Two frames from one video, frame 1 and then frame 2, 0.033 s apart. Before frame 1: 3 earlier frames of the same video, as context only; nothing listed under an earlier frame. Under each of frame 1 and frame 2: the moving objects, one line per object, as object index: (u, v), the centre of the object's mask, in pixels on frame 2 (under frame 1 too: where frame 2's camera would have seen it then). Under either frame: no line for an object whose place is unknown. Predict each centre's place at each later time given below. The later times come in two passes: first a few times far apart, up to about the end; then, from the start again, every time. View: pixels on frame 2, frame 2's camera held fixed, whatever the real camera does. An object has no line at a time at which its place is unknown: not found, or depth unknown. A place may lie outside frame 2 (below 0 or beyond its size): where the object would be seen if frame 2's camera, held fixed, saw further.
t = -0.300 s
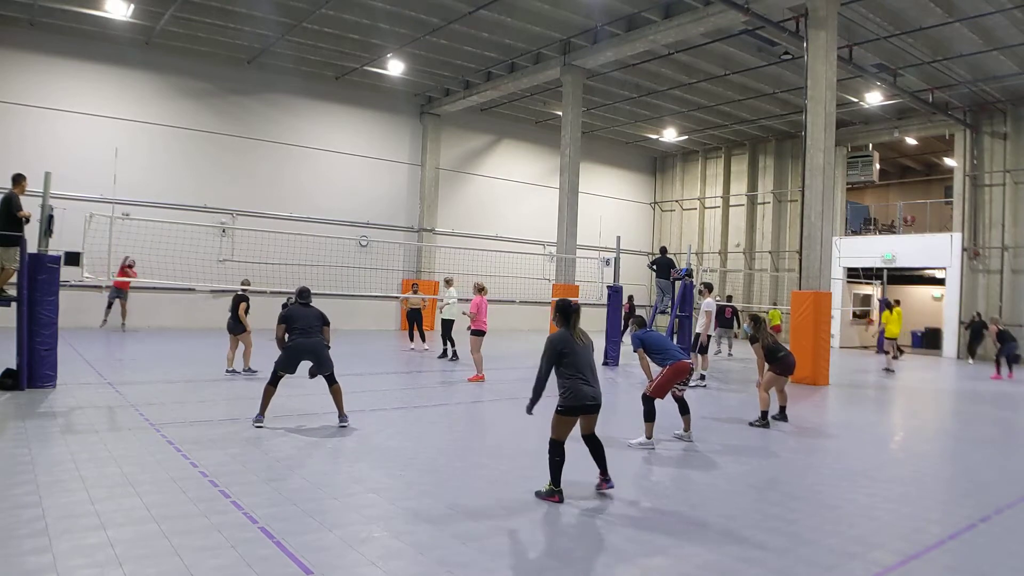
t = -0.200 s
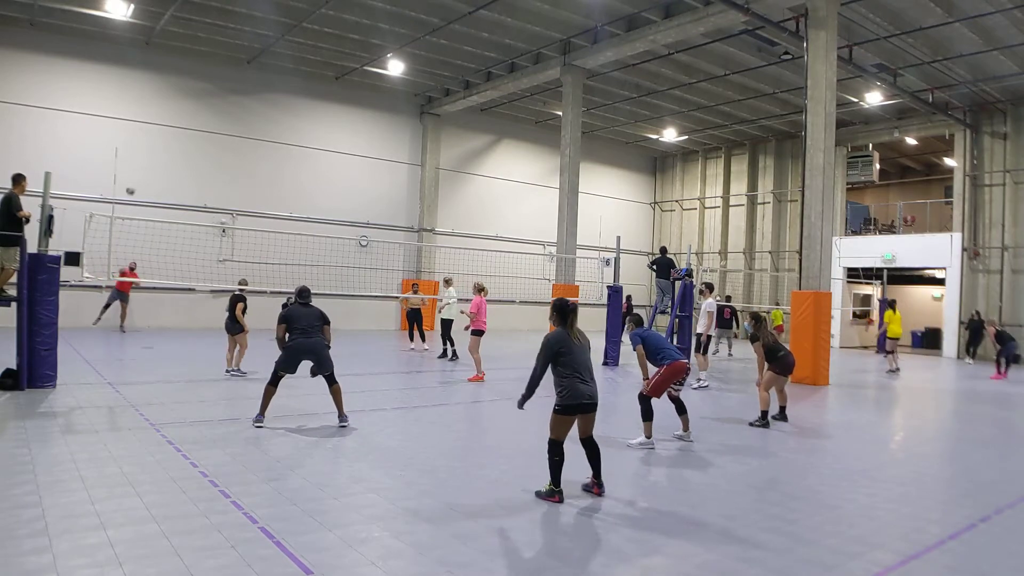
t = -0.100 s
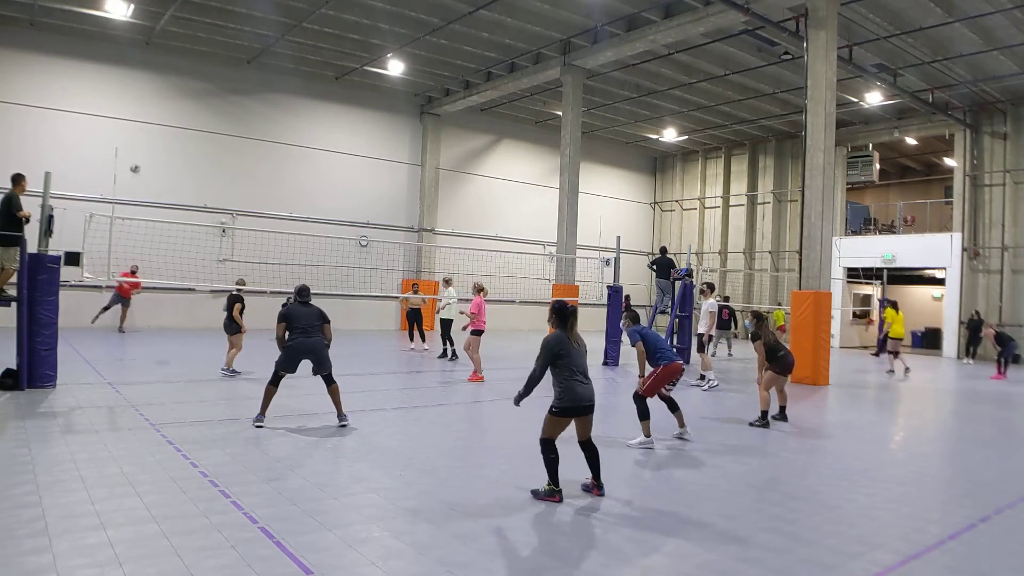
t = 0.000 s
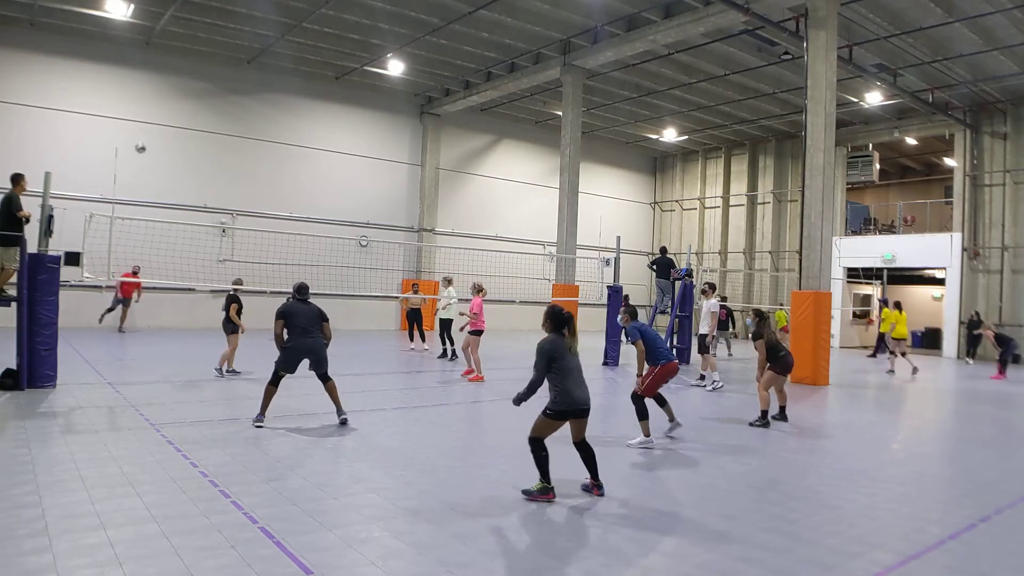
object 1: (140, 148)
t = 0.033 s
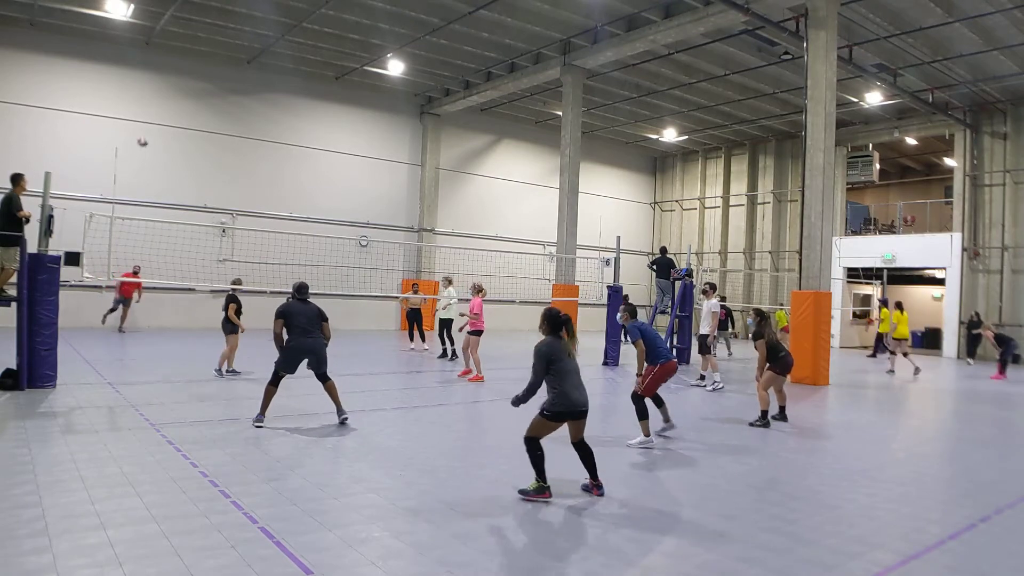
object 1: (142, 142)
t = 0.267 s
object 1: (165, 104)
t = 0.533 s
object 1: (206, 90)
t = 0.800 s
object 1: (277, 150)
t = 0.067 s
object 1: (145, 135)
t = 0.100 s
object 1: (148, 129)
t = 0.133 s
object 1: (151, 123)
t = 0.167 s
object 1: (154, 118)
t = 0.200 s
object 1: (158, 113)
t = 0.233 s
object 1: (162, 108)
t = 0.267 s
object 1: (165, 104)
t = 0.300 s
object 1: (169, 100)
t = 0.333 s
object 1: (173, 96)
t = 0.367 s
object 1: (177, 94)
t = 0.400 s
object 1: (181, 91)
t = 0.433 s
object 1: (188, 90)
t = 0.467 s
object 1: (194, 89)
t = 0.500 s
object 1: (199, 90)
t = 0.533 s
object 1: (206, 90)
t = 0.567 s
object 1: (213, 92)
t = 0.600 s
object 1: (220, 95)
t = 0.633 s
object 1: (228, 100)
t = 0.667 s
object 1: (236, 106)
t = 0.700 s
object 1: (245, 114)
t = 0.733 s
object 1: (254, 123)
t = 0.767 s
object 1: (265, 134)
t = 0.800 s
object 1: (277, 150)
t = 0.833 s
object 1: (290, 167)
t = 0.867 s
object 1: (306, 188)
